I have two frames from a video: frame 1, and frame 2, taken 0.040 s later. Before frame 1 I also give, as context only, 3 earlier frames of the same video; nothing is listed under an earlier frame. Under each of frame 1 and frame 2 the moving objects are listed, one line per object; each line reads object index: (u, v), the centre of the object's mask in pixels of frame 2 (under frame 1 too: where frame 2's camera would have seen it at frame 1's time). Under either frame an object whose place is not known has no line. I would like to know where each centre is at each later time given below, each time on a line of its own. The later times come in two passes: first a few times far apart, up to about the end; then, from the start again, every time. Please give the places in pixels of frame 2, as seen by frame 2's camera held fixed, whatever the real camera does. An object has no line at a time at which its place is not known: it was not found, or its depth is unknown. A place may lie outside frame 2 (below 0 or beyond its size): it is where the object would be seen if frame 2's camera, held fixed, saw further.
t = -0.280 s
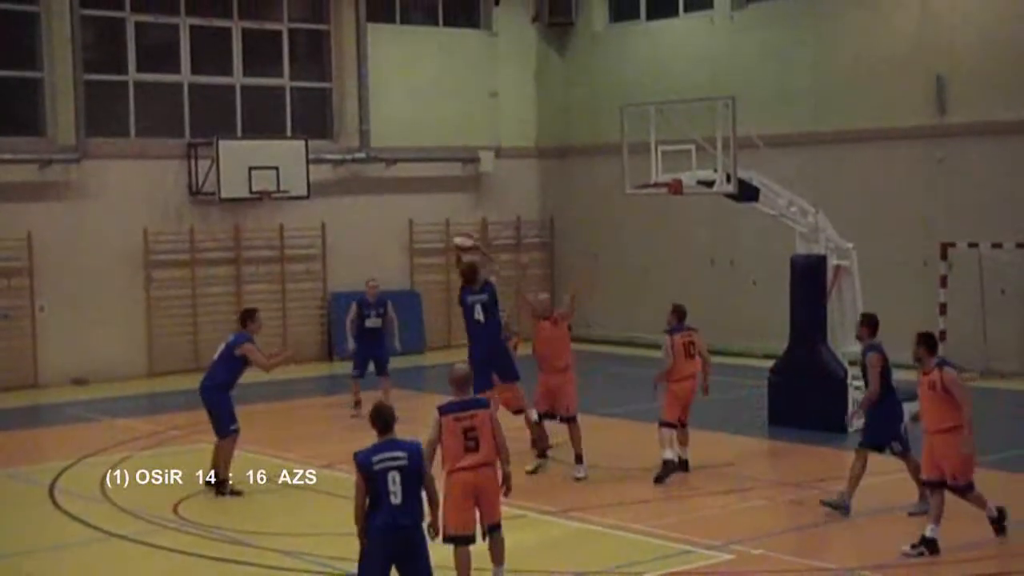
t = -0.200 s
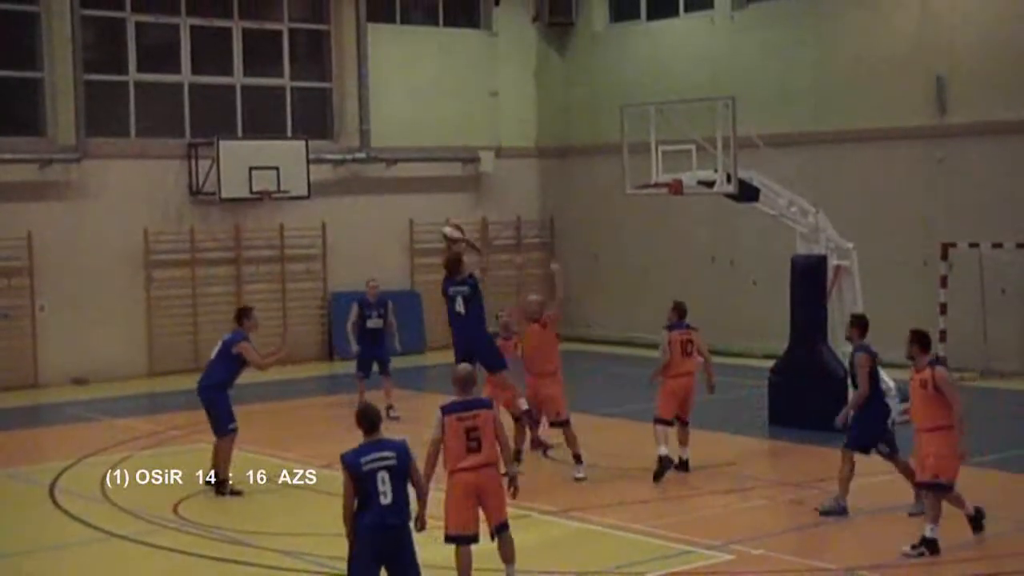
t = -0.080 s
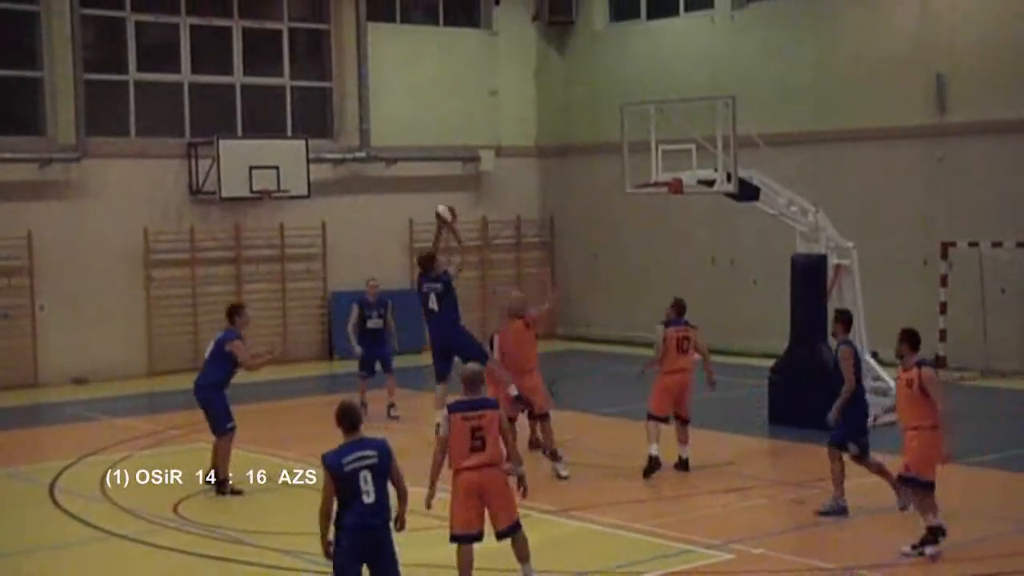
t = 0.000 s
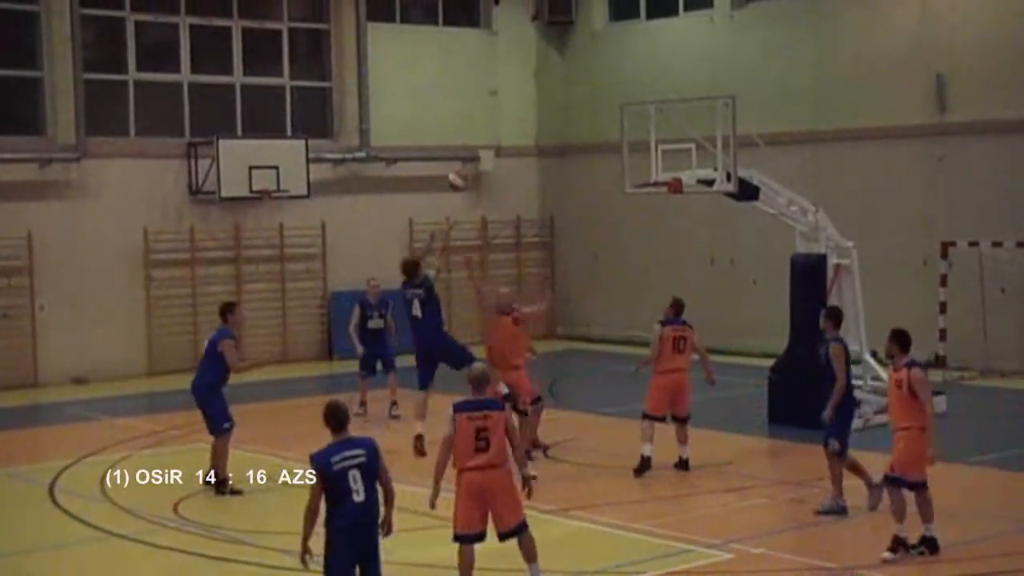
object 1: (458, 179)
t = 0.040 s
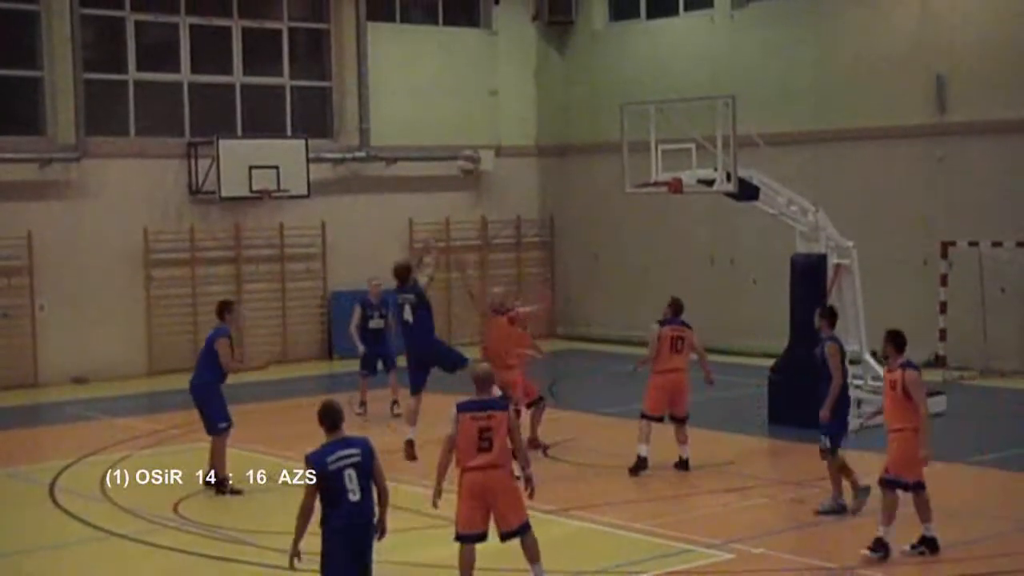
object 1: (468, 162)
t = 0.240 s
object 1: (510, 103)
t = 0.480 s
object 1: (562, 83)
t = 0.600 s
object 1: (586, 93)
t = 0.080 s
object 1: (476, 148)
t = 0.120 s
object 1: (486, 135)
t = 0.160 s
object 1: (495, 123)
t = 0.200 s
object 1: (504, 114)
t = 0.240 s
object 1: (510, 103)
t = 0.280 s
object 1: (520, 97)
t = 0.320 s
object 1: (529, 92)
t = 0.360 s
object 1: (538, 86)
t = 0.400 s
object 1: (546, 83)
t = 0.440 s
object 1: (553, 82)
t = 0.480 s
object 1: (562, 83)
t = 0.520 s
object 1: (571, 84)
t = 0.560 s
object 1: (579, 87)
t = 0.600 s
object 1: (586, 93)
